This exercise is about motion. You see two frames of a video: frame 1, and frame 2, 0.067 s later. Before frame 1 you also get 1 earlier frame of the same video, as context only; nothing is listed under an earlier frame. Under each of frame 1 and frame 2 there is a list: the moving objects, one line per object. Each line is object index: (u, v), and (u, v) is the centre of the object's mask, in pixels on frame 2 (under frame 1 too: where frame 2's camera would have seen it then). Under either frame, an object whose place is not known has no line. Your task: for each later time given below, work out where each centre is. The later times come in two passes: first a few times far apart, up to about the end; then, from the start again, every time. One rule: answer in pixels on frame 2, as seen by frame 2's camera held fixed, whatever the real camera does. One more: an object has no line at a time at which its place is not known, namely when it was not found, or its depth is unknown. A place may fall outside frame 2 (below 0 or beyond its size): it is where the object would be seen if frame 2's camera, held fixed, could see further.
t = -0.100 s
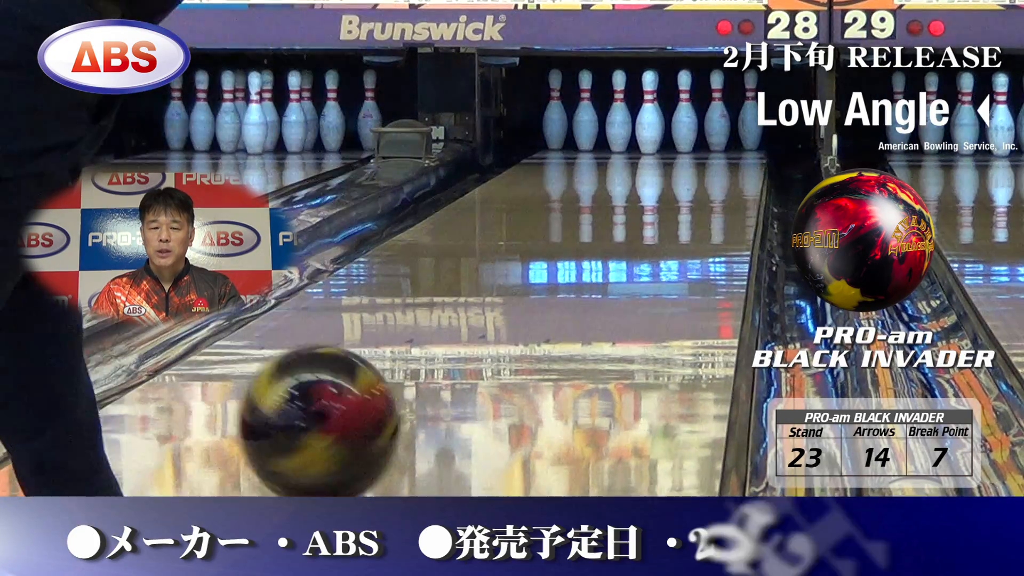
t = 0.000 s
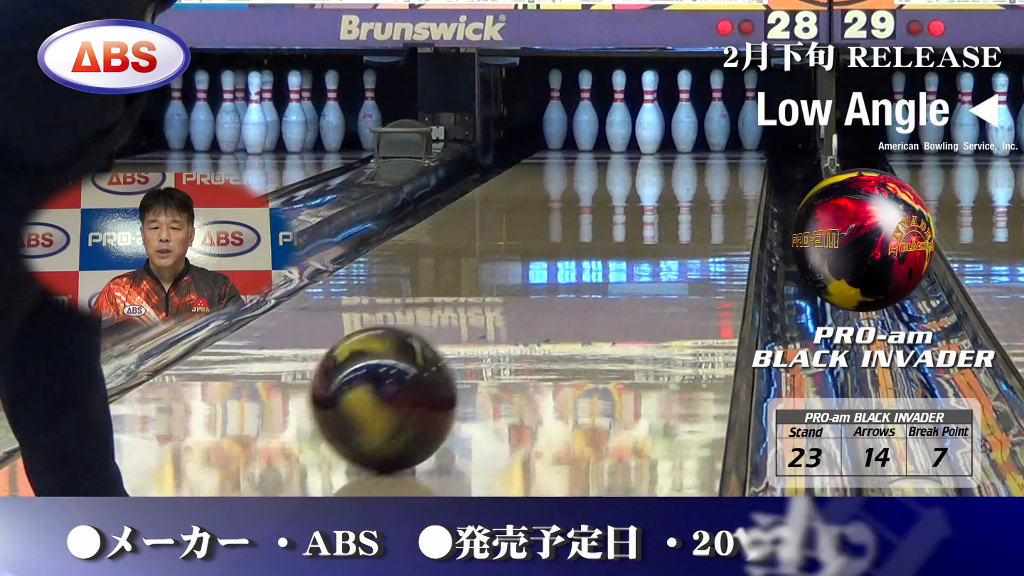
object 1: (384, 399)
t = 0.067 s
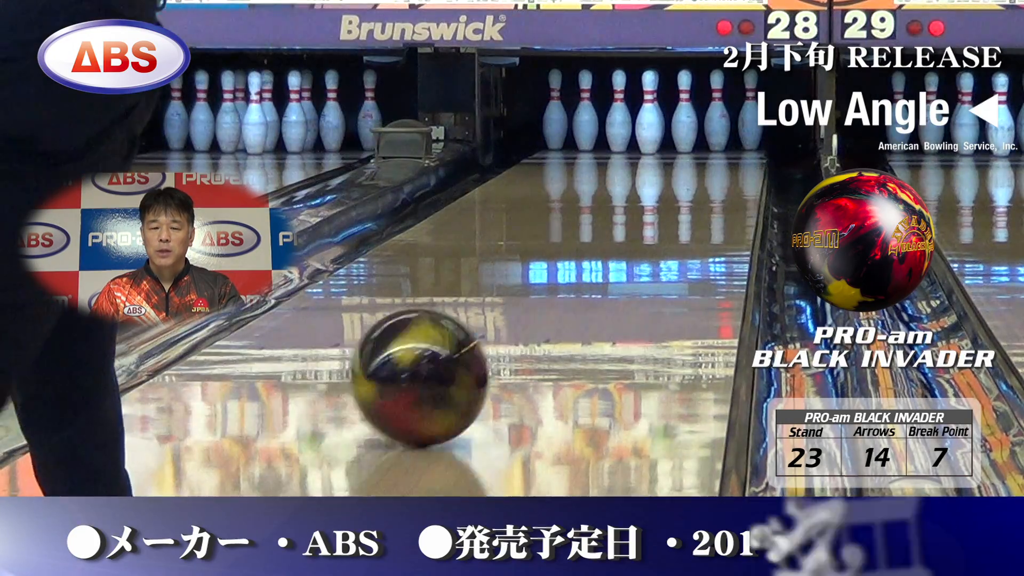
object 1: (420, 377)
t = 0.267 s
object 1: (506, 324)
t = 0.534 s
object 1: (587, 275)
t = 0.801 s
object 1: (642, 239)
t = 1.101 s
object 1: (685, 208)
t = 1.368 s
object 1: (708, 188)
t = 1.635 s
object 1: (719, 171)
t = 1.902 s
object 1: (720, 157)
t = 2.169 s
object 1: (704, 147)
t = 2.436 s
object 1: (680, 137)
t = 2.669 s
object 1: (668, 131)
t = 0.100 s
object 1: (436, 367)
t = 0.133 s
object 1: (452, 358)
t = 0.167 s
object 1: (467, 349)
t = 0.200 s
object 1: (481, 340)
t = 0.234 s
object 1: (494, 332)
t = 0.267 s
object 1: (506, 324)
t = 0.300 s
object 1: (518, 317)
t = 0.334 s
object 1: (529, 310)
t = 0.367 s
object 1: (540, 303)
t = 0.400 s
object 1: (551, 298)
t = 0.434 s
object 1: (561, 292)
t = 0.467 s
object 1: (570, 286)
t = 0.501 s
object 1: (578, 280)
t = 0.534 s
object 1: (587, 275)
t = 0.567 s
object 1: (595, 270)
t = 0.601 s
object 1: (603, 265)
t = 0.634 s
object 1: (610, 261)
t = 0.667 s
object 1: (617, 256)
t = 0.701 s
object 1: (624, 252)
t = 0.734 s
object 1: (630, 248)
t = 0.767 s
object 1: (636, 243)
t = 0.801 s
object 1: (642, 239)
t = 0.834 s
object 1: (648, 236)
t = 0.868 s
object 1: (654, 232)
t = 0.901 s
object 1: (658, 228)
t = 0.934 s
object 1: (663, 224)
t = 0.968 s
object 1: (668, 221)
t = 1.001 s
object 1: (673, 218)
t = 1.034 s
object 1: (677, 214)
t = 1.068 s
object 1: (681, 211)
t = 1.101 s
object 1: (685, 208)
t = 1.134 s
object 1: (688, 205)
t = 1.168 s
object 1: (691, 203)
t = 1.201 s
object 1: (695, 200)
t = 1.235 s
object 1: (697, 198)
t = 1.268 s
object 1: (700, 196)
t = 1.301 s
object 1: (703, 193)
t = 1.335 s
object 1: (706, 191)
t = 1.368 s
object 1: (708, 188)
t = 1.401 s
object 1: (710, 186)
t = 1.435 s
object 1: (712, 184)
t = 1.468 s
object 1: (713, 181)
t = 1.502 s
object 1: (715, 179)
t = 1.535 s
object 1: (716, 177)
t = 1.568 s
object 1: (717, 175)
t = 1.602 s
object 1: (718, 173)
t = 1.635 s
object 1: (719, 171)
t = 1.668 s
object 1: (720, 169)
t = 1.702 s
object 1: (721, 167)
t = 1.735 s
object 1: (721, 165)
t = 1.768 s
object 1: (721, 164)
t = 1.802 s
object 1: (721, 162)
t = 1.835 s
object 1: (721, 161)
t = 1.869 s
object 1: (720, 159)
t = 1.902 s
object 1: (720, 157)
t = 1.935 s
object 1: (718, 156)
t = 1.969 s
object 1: (717, 155)
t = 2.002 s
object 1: (716, 154)
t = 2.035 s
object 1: (714, 152)
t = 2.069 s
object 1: (712, 150)
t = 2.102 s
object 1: (709, 149)
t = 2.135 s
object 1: (707, 148)
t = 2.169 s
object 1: (704, 147)
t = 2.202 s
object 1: (701, 145)
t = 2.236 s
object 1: (698, 144)
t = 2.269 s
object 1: (695, 143)
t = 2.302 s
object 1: (692, 142)
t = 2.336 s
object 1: (689, 141)
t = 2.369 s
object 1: (686, 140)
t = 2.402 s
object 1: (683, 139)
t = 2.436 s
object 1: (680, 137)
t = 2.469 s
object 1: (677, 136)
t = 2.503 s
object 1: (675, 136)
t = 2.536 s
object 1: (672, 134)
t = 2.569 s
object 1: (670, 133)
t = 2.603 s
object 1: (667, 132)
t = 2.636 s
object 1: (665, 132)
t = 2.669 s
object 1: (668, 131)
